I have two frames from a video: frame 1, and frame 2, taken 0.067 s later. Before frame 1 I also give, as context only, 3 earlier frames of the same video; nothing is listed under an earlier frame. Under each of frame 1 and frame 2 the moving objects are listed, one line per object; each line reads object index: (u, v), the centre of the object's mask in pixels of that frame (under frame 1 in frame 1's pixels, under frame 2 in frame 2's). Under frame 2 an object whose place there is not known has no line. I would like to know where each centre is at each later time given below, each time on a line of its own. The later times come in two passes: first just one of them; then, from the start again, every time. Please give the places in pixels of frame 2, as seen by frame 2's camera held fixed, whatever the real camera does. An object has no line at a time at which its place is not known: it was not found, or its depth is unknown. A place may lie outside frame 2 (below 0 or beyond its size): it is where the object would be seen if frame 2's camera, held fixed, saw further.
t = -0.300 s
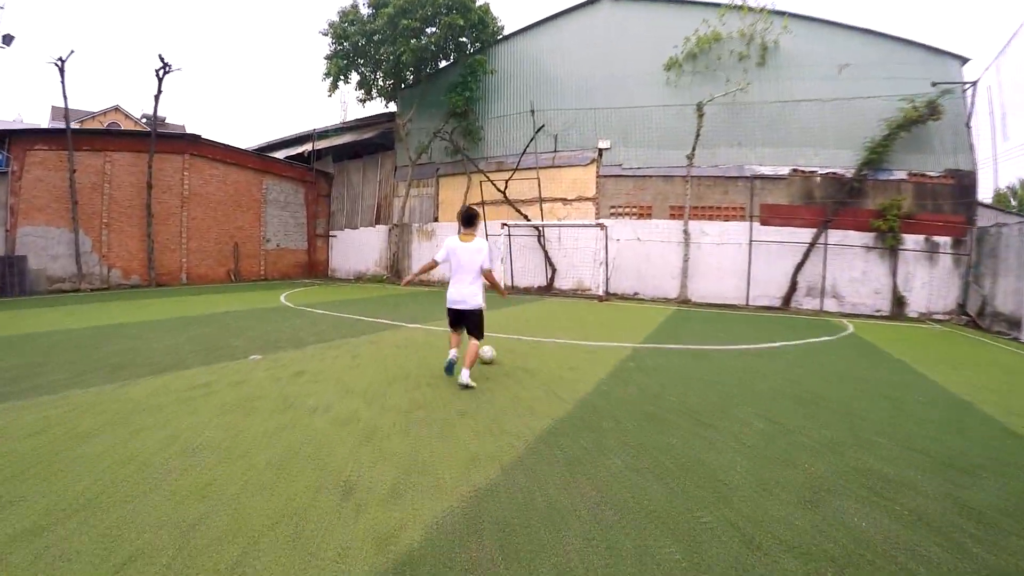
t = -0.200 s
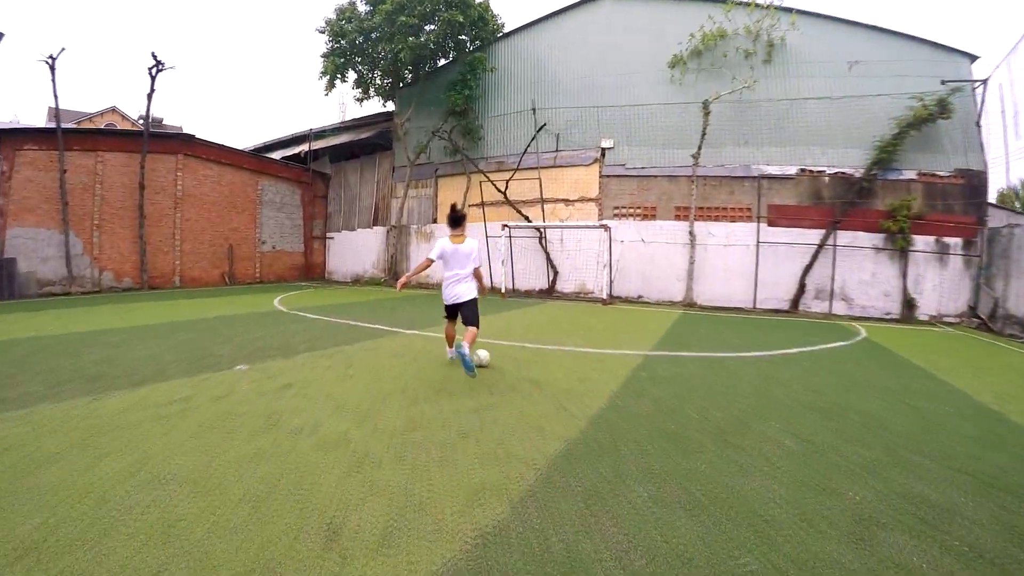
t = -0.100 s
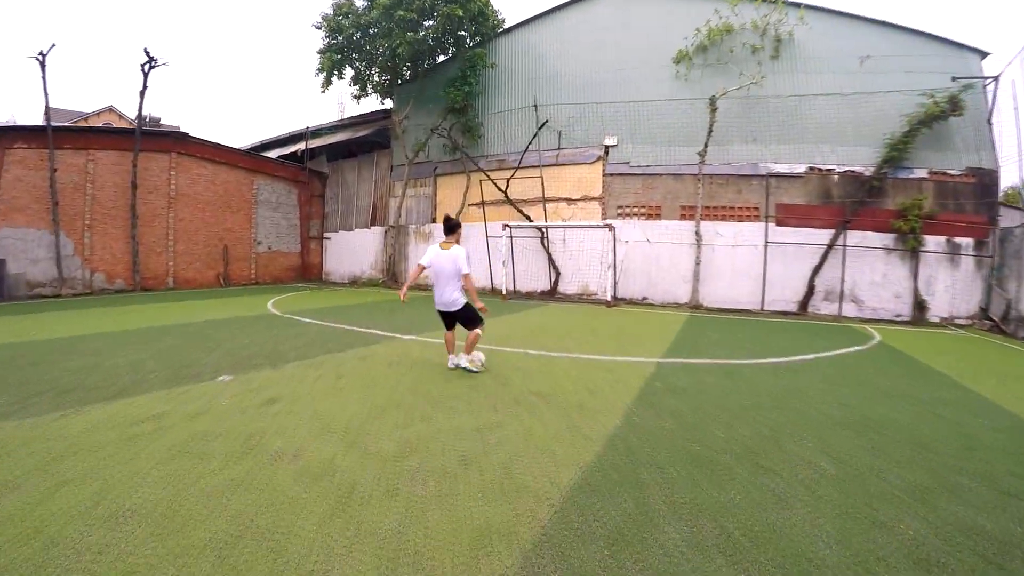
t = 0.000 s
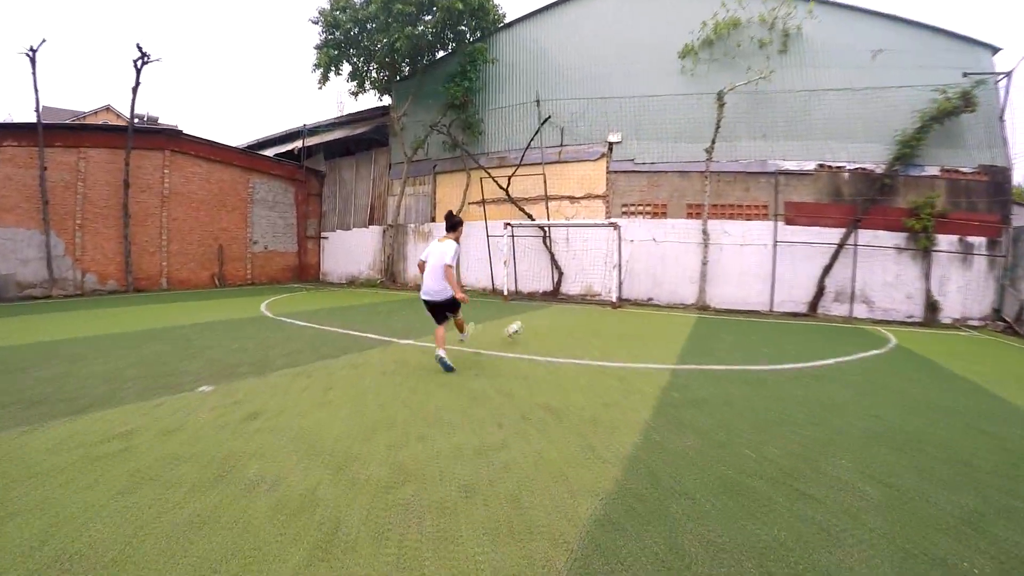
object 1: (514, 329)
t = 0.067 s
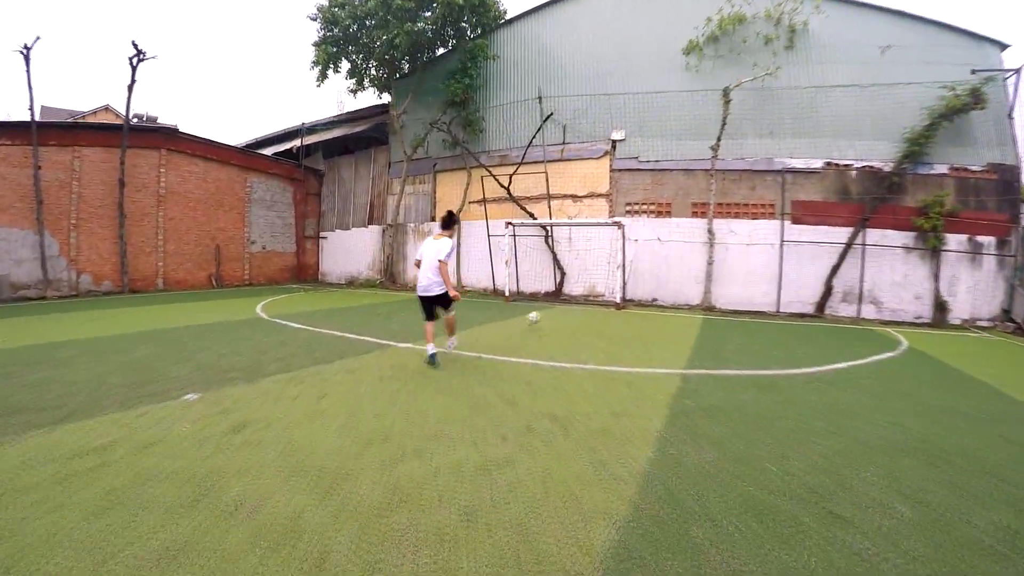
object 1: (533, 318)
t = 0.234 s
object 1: (555, 305)
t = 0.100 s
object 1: (540, 313)
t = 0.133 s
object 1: (545, 311)
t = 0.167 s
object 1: (549, 309)
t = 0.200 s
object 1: (553, 307)
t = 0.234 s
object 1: (555, 305)
